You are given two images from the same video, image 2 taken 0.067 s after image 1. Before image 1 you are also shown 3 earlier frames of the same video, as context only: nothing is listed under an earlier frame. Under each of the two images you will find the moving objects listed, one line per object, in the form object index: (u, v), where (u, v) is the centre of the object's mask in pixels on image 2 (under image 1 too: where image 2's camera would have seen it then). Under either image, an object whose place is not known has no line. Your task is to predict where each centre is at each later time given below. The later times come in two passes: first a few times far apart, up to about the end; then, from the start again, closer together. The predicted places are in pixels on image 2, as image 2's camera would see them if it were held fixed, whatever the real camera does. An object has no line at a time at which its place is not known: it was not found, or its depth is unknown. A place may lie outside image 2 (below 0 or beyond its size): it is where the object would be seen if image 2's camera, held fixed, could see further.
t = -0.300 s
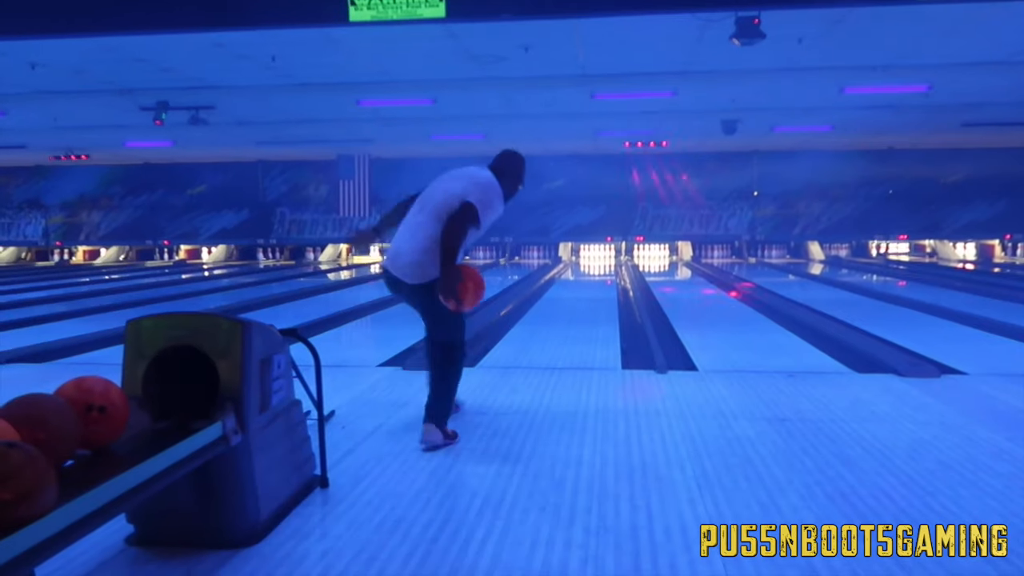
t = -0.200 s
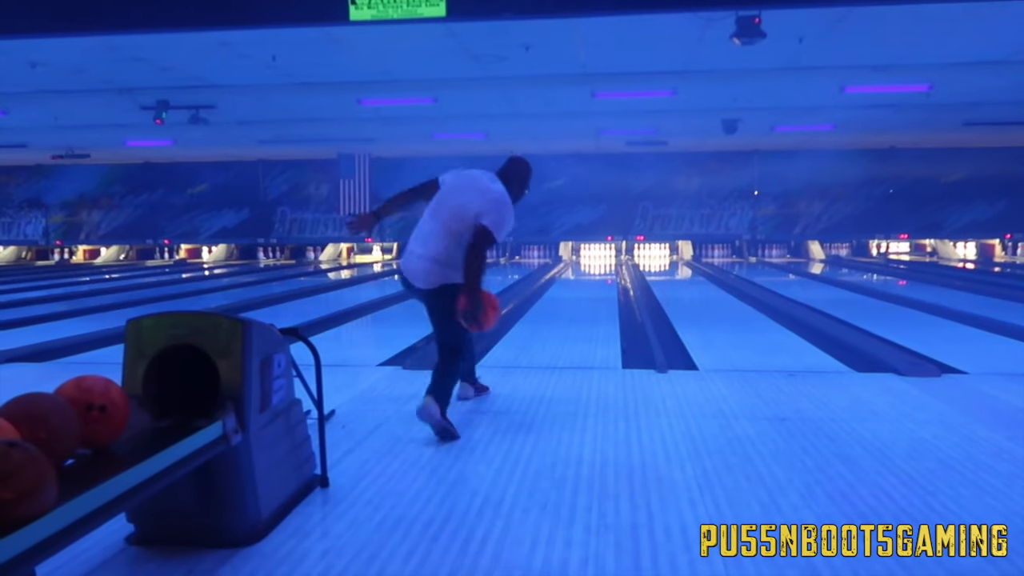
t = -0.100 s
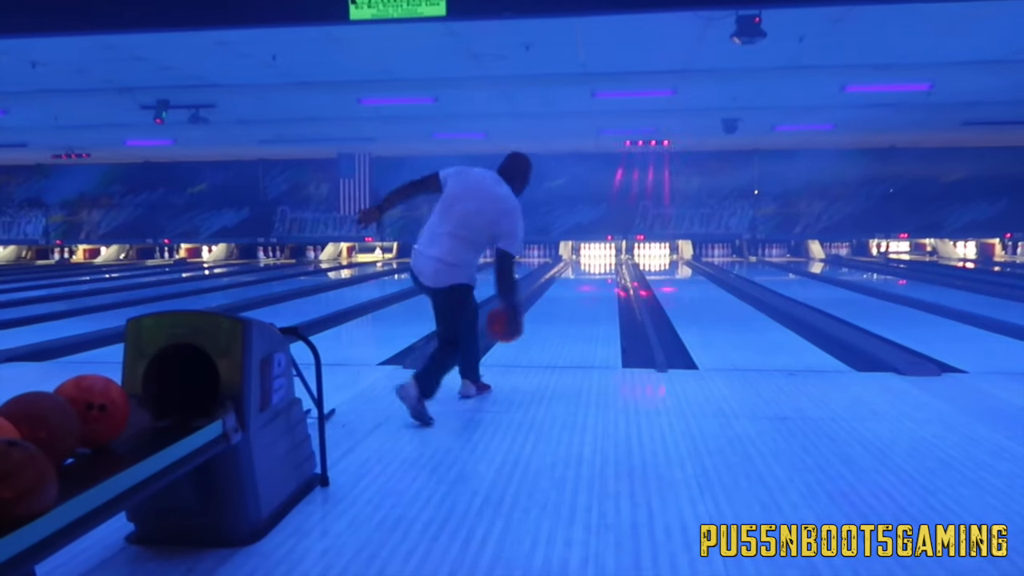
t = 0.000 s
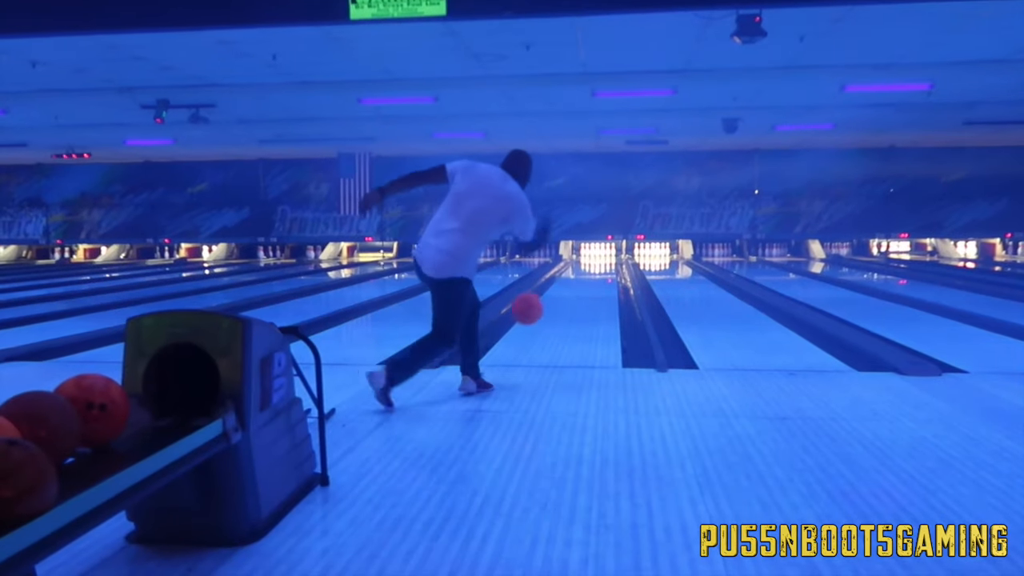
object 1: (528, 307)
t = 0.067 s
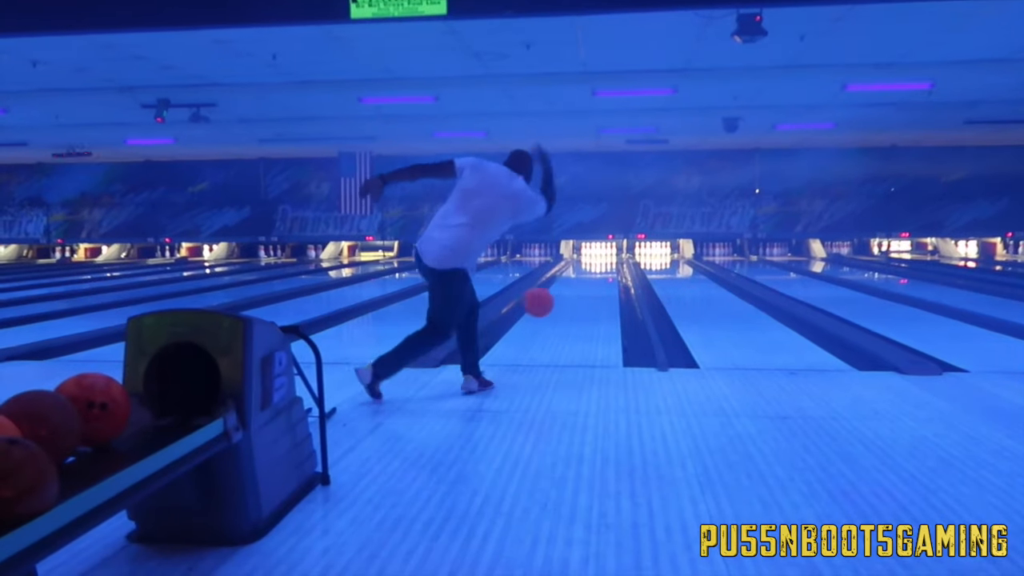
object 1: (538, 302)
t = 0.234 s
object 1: (560, 314)
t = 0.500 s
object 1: (582, 308)
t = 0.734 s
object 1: (592, 295)
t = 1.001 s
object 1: (600, 284)
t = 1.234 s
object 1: (605, 277)
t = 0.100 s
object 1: (543, 302)
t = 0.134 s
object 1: (548, 304)
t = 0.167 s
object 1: (552, 307)
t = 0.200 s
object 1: (557, 310)
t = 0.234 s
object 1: (560, 314)
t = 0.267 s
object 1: (564, 320)
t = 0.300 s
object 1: (567, 323)
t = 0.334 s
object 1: (570, 319)
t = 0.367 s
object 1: (572, 315)
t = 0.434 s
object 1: (577, 312)
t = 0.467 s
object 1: (580, 310)
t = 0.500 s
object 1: (582, 308)
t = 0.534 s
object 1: (584, 306)
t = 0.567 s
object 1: (585, 304)
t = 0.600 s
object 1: (587, 302)
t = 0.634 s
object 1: (589, 300)
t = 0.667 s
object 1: (590, 298)
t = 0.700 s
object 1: (591, 296)
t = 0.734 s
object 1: (592, 295)
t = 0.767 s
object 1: (594, 293)
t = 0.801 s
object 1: (595, 291)
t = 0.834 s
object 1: (596, 290)
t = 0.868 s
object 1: (597, 289)
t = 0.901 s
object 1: (598, 288)
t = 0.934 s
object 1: (599, 287)
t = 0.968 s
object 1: (600, 286)
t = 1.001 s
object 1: (600, 284)
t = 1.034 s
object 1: (601, 283)
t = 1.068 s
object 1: (601, 282)
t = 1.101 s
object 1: (602, 281)
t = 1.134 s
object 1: (603, 279)
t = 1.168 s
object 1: (603, 279)
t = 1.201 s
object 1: (604, 278)
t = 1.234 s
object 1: (605, 277)
